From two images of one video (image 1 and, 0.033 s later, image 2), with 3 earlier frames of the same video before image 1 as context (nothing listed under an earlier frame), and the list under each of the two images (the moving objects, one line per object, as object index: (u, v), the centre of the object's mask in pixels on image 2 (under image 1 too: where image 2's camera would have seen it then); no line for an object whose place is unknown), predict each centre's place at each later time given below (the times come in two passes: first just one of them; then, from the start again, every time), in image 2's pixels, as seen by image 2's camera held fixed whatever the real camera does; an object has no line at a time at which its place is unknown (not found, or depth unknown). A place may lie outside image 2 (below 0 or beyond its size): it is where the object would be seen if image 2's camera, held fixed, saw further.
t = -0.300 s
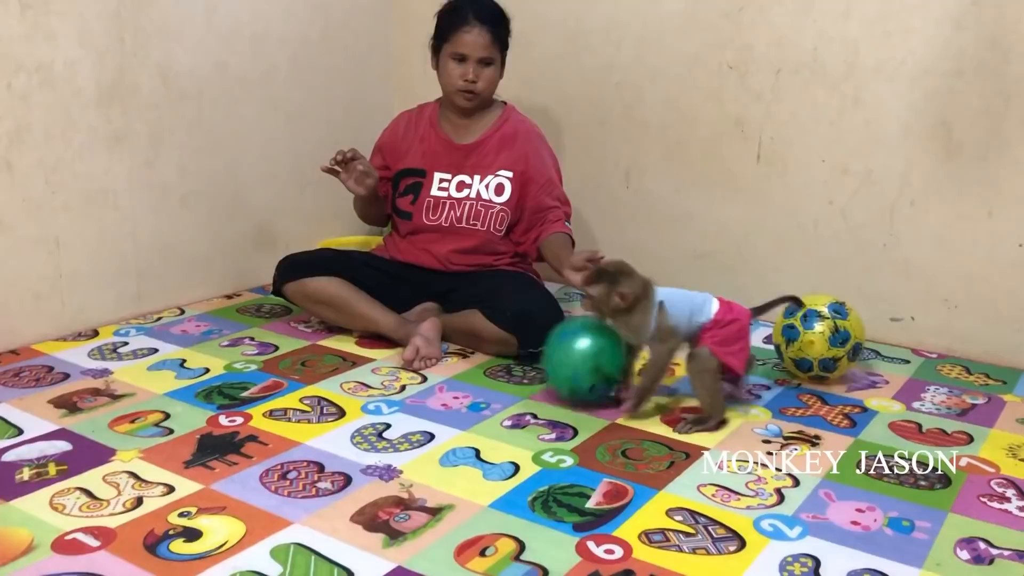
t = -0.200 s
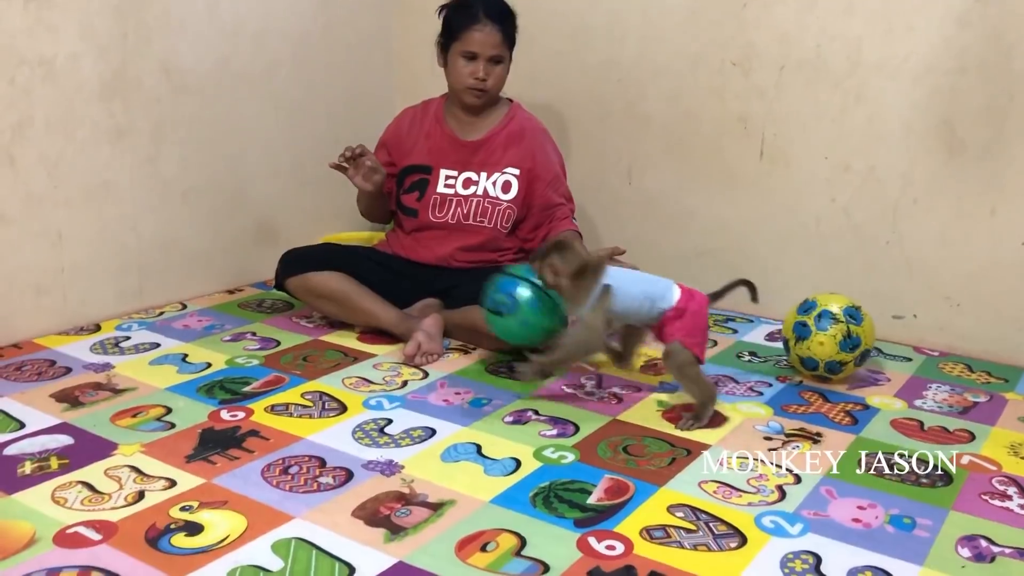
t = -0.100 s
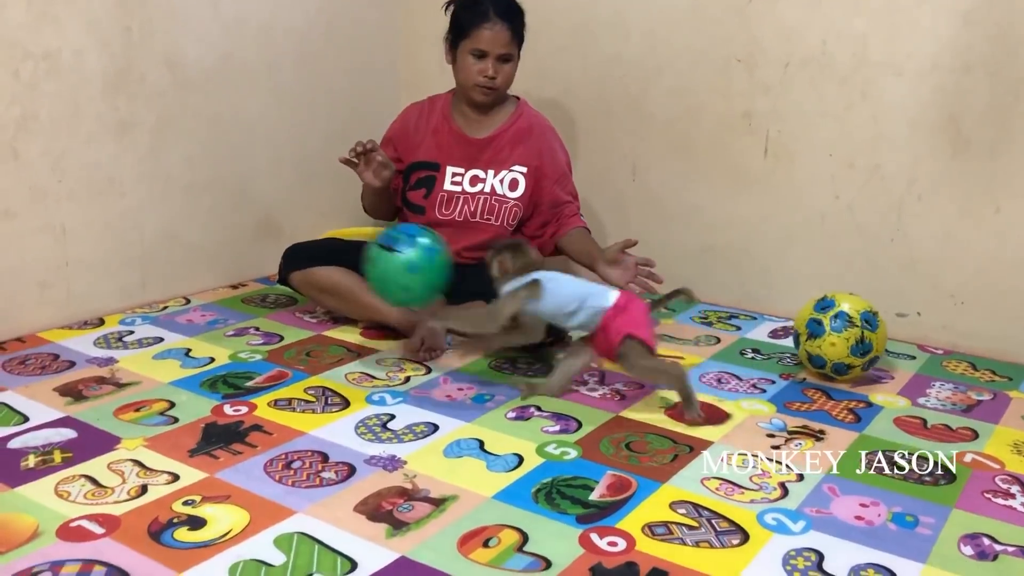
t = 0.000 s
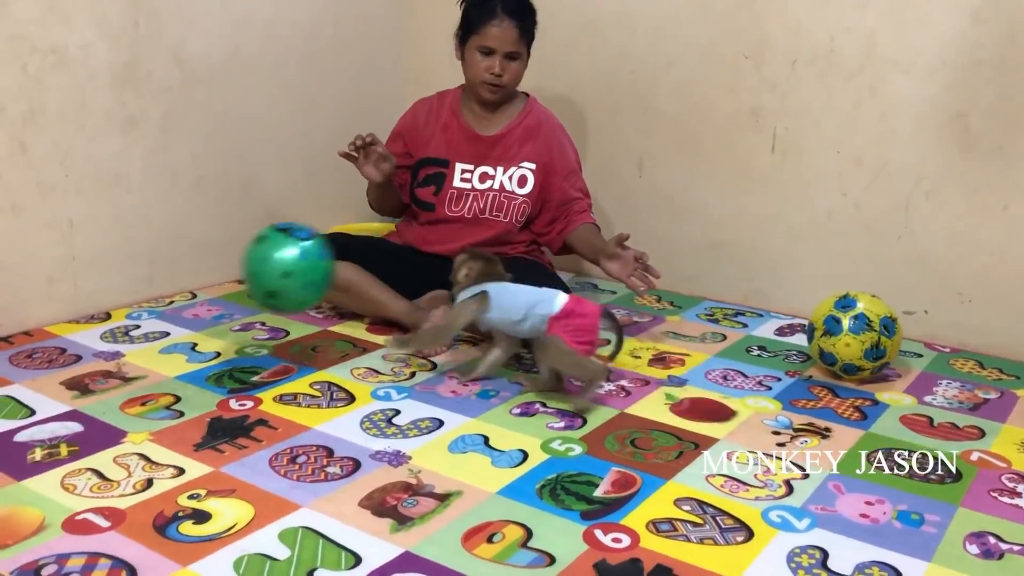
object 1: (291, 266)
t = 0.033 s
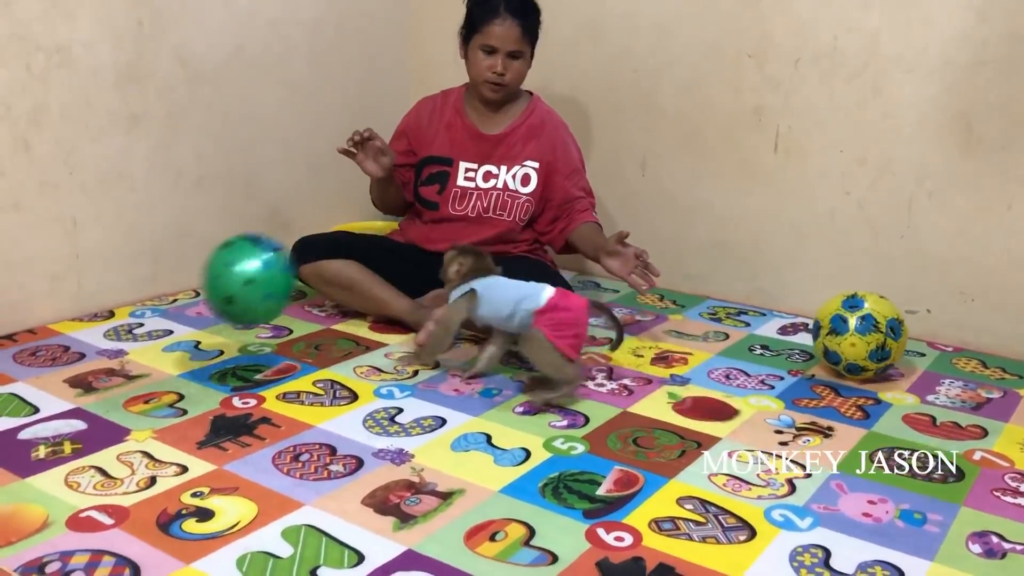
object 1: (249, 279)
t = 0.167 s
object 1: (101, 342)
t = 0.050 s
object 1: (229, 288)
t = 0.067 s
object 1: (207, 299)
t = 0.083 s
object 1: (187, 311)
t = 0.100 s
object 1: (166, 324)
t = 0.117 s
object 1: (145, 340)
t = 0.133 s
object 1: (124, 357)
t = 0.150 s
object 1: (113, 354)
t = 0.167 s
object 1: (101, 342)
